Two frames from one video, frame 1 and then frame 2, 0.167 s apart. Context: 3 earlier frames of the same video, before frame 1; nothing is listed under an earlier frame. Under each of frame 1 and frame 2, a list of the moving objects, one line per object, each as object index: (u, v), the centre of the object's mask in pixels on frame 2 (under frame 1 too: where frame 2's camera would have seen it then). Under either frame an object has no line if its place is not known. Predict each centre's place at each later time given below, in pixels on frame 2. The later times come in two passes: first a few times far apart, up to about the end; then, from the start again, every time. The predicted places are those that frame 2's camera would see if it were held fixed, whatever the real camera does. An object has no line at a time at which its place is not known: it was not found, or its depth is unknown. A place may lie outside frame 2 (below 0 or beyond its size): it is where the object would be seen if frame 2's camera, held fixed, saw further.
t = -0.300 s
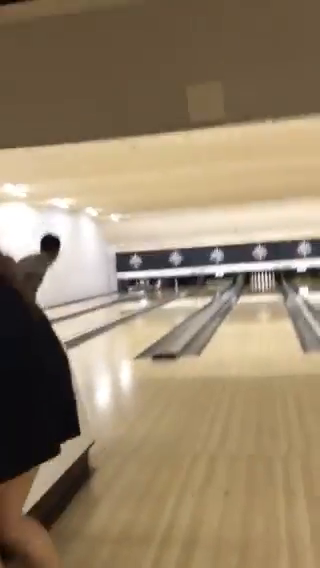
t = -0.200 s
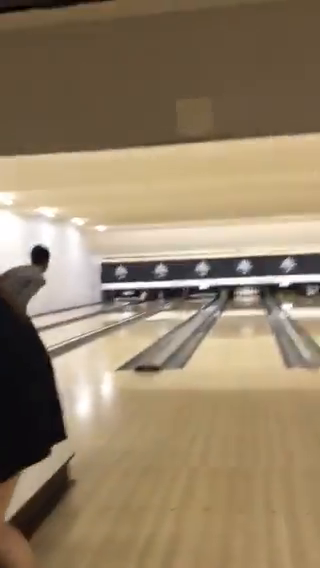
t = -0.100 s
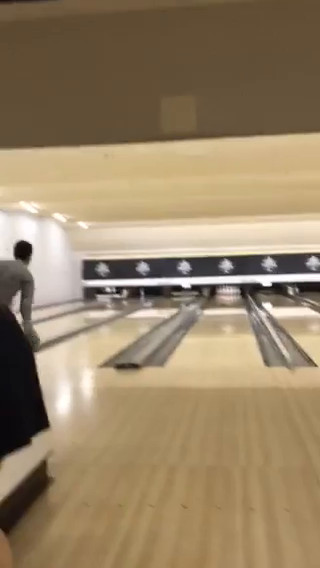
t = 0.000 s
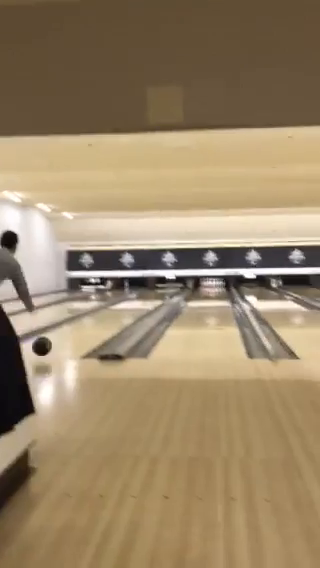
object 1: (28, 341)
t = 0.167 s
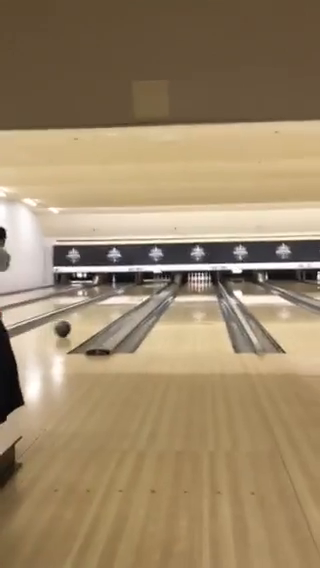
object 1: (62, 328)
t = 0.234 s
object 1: (73, 323)
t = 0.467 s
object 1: (99, 310)
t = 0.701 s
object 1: (117, 303)
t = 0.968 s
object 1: (131, 296)
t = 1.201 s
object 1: (139, 292)
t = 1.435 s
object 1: (148, 289)
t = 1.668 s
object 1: (153, 286)
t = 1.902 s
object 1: (158, 284)
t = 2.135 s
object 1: (162, 283)
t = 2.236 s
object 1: (163, 282)
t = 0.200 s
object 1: (68, 326)
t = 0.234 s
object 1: (73, 323)
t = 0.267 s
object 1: (77, 320)
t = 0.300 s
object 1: (81, 319)
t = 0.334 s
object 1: (85, 317)
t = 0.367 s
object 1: (90, 315)
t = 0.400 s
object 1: (93, 314)
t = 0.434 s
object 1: (96, 313)
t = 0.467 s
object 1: (99, 310)
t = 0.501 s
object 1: (102, 309)
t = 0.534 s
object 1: (105, 308)
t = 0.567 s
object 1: (107, 307)
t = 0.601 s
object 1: (110, 306)
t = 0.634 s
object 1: (112, 305)
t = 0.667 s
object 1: (115, 304)
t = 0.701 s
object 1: (117, 303)
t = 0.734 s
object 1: (119, 302)
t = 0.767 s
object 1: (121, 301)
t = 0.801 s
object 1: (123, 300)
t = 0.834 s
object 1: (124, 299)
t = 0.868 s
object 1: (126, 298)
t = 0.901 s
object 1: (128, 298)
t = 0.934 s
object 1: (130, 297)
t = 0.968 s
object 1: (131, 296)
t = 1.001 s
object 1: (132, 296)
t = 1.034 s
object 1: (134, 295)
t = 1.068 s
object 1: (135, 294)
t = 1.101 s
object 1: (136, 294)
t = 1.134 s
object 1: (138, 292)
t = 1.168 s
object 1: (139, 292)
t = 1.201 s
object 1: (139, 292)
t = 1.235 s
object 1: (140, 291)
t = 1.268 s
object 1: (140, 291)
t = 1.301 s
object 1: (141, 291)
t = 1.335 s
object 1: (145, 290)
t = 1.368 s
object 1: (145, 290)
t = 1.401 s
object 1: (145, 290)
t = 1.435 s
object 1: (148, 289)
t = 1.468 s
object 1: (149, 288)
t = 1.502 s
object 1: (149, 288)
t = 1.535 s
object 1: (150, 288)
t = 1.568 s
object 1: (150, 288)
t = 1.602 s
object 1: (151, 287)
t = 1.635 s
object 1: (152, 286)
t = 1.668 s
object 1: (153, 286)
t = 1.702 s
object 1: (154, 286)
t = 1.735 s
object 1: (155, 286)
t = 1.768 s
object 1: (156, 285)
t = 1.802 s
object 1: (155, 285)
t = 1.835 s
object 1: (156, 284)
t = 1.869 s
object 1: (158, 284)
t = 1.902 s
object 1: (158, 284)
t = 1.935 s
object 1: (158, 284)
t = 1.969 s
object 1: (159, 284)
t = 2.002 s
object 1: (160, 283)
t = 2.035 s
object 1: (161, 282)
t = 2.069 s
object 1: (162, 283)
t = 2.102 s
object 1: (162, 282)
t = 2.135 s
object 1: (162, 283)
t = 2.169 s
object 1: (162, 282)
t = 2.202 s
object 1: (163, 282)
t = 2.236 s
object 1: (163, 282)
